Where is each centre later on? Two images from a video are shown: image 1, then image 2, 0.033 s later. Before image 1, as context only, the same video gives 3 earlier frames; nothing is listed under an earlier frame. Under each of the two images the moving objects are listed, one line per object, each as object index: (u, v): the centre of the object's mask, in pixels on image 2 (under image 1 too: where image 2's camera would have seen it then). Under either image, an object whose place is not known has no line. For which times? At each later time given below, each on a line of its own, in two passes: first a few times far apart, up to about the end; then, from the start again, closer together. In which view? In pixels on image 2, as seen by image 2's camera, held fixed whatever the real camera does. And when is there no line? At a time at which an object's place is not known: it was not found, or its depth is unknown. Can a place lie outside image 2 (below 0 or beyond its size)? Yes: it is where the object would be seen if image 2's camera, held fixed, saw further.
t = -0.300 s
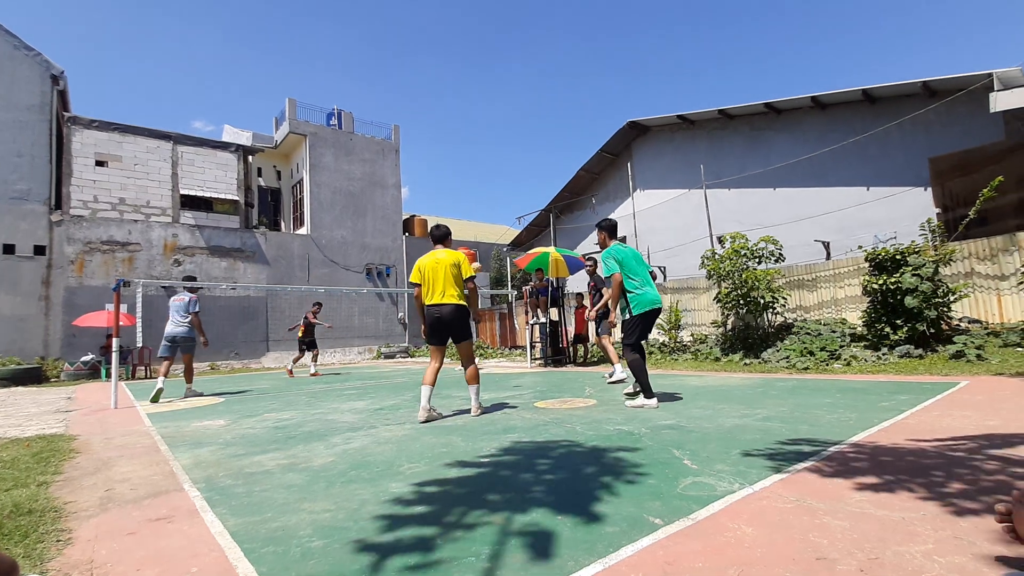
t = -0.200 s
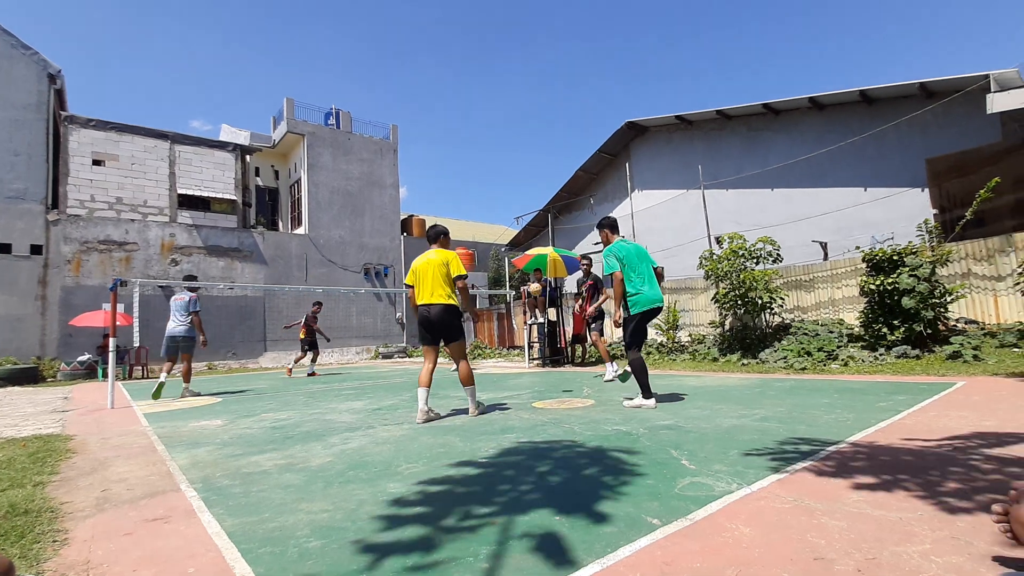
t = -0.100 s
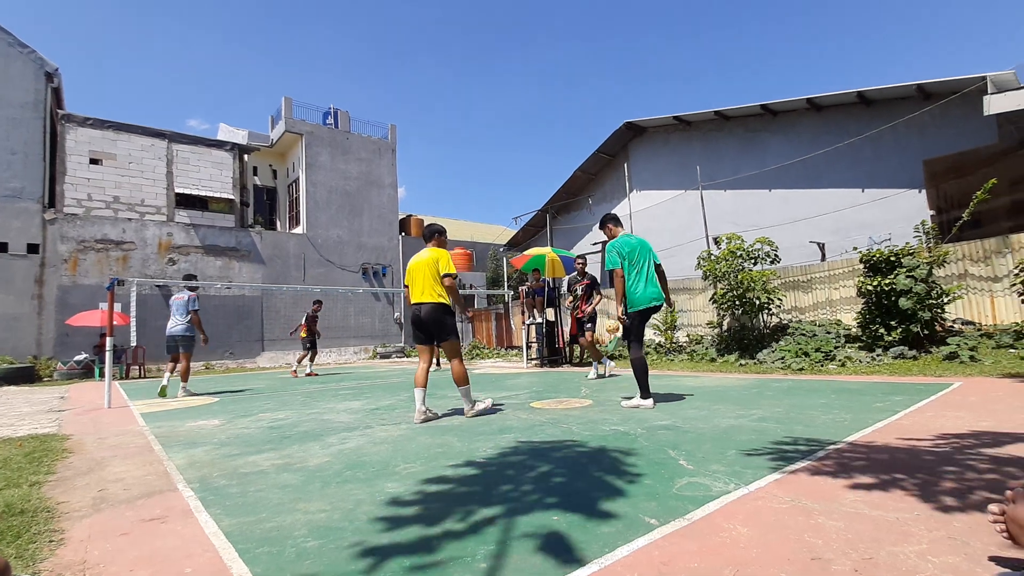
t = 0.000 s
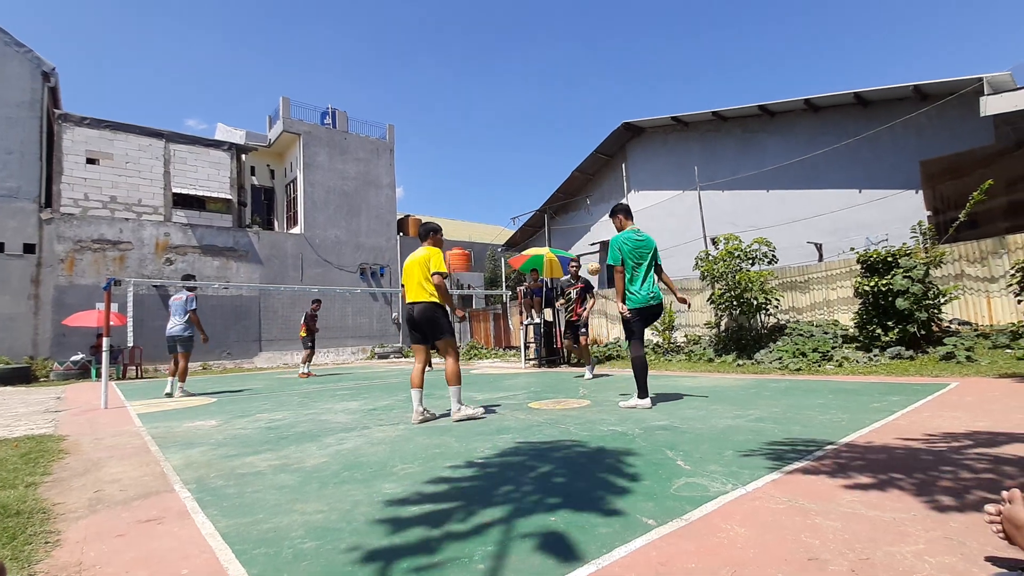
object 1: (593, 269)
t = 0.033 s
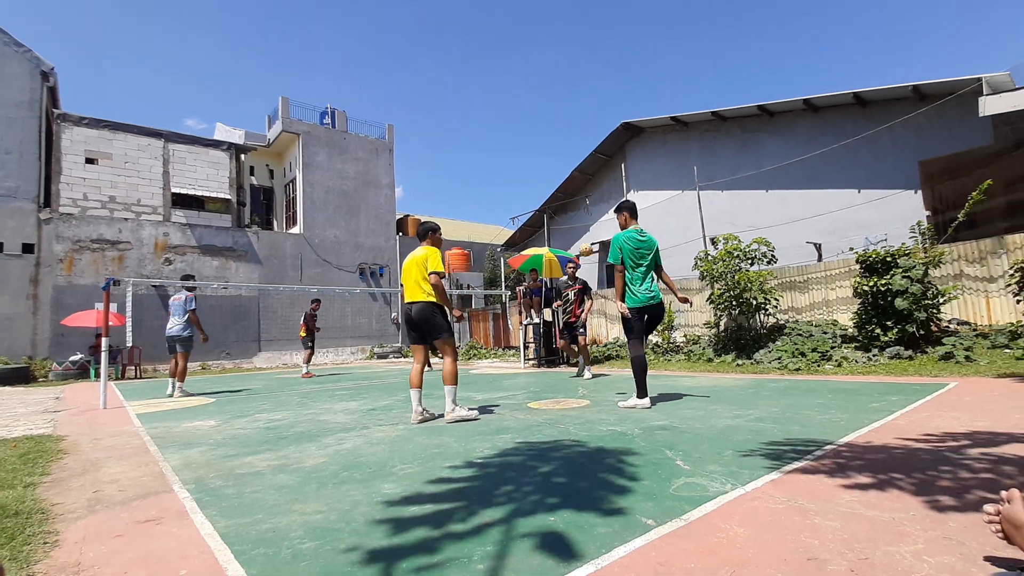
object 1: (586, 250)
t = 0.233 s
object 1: (546, 165)
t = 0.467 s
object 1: (506, 120)
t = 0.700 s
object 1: (471, 127)
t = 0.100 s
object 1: (572, 216)
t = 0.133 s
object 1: (565, 201)
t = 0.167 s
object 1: (558, 188)
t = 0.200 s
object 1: (552, 176)
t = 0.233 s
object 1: (546, 165)
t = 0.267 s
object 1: (540, 155)
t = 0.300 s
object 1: (534, 147)
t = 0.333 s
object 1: (528, 139)
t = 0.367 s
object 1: (523, 133)
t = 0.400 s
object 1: (517, 127)
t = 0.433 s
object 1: (512, 123)
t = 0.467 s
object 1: (506, 120)
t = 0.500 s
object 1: (501, 118)
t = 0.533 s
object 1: (496, 117)
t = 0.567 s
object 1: (491, 117)
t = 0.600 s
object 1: (486, 118)
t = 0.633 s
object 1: (481, 120)
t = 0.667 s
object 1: (476, 123)
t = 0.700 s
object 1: (471, 127)
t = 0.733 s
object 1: (467, 131)
